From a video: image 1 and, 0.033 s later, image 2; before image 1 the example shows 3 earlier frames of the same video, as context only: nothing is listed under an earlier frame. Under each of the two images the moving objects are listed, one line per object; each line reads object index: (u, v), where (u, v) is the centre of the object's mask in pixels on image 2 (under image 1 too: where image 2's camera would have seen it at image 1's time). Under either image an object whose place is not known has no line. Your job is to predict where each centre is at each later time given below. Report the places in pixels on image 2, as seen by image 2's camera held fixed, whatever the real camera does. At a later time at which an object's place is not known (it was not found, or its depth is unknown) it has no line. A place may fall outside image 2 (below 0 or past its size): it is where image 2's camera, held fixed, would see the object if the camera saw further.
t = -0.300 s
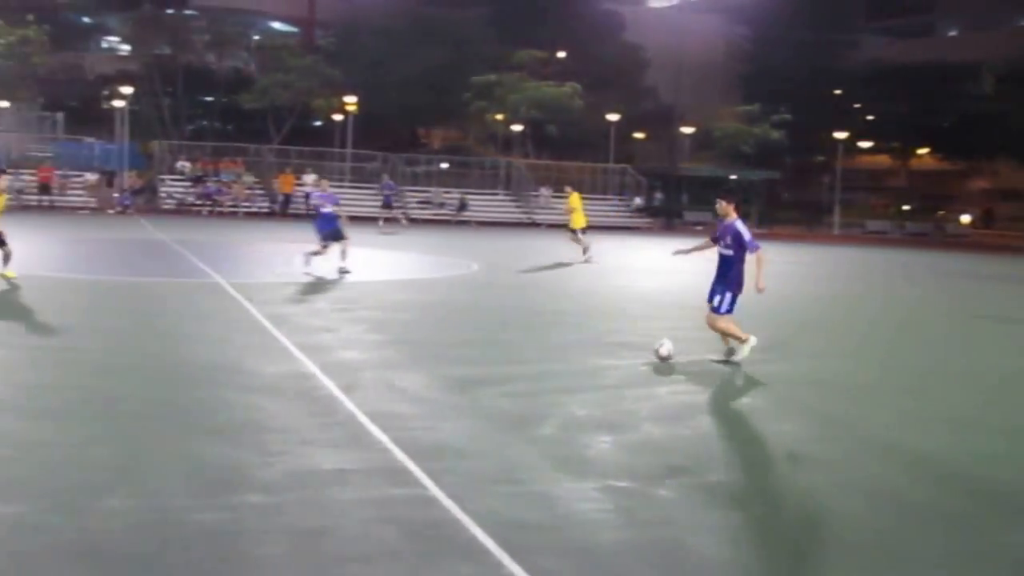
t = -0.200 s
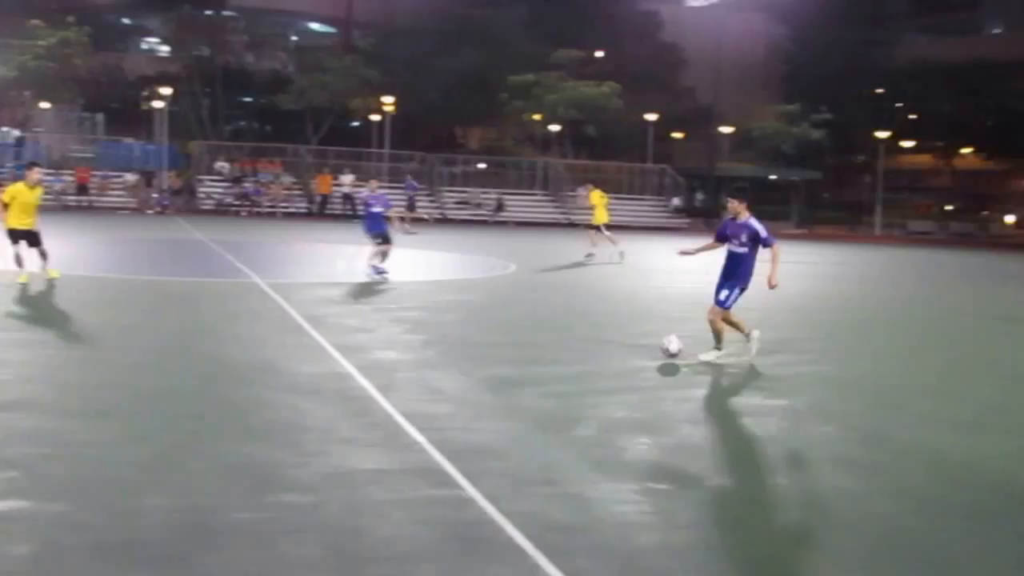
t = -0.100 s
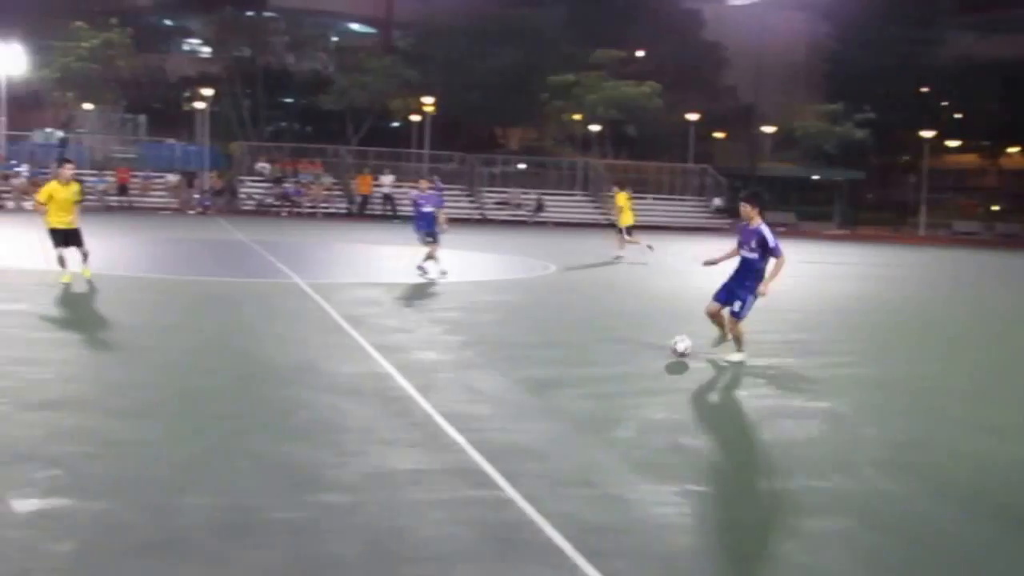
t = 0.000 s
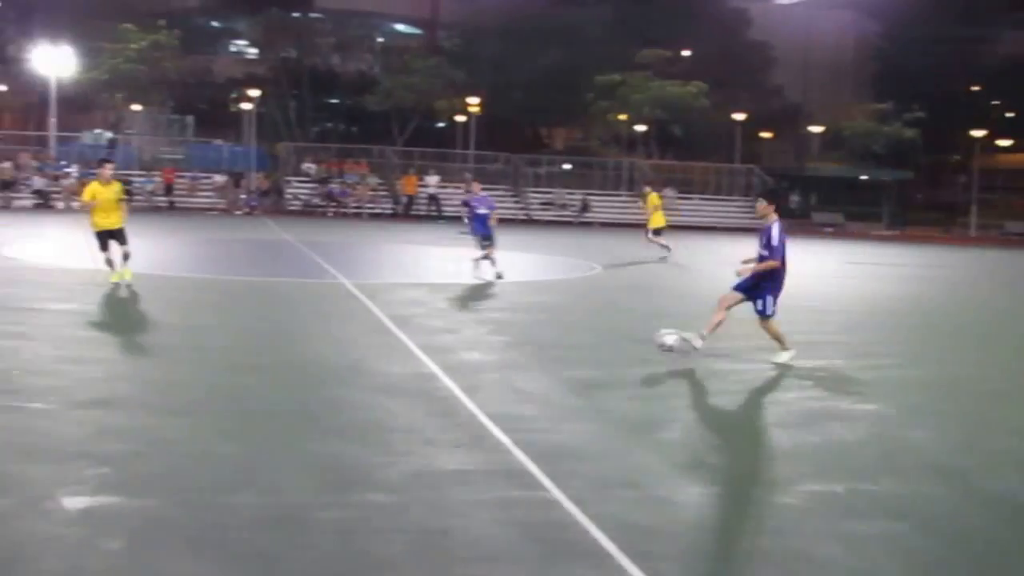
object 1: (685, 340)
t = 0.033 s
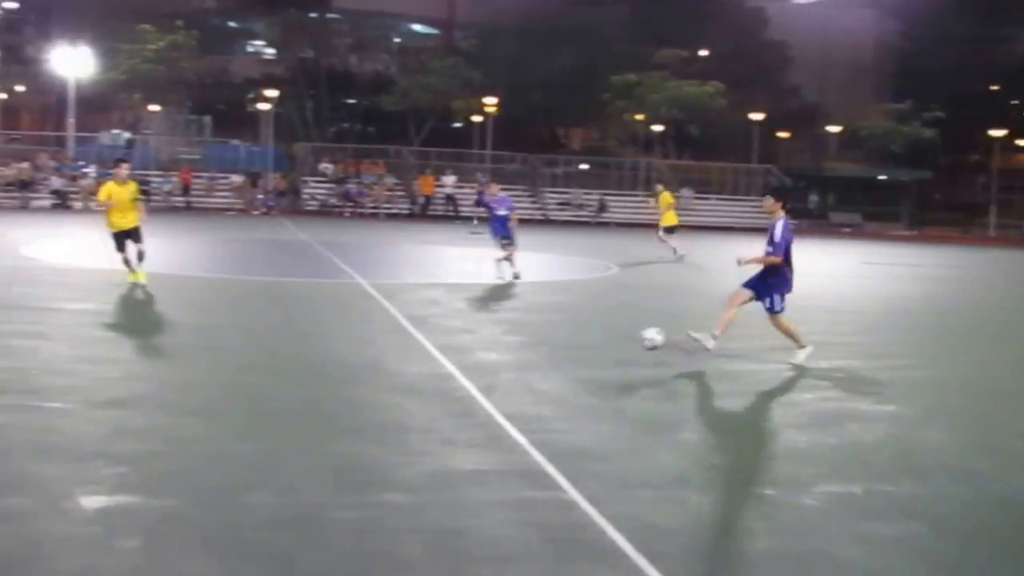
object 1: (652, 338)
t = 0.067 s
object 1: (617, 336)
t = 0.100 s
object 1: (582, 336)
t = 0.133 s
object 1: (543, 338)
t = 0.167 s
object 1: (504, 343)
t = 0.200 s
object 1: (460, 347)
